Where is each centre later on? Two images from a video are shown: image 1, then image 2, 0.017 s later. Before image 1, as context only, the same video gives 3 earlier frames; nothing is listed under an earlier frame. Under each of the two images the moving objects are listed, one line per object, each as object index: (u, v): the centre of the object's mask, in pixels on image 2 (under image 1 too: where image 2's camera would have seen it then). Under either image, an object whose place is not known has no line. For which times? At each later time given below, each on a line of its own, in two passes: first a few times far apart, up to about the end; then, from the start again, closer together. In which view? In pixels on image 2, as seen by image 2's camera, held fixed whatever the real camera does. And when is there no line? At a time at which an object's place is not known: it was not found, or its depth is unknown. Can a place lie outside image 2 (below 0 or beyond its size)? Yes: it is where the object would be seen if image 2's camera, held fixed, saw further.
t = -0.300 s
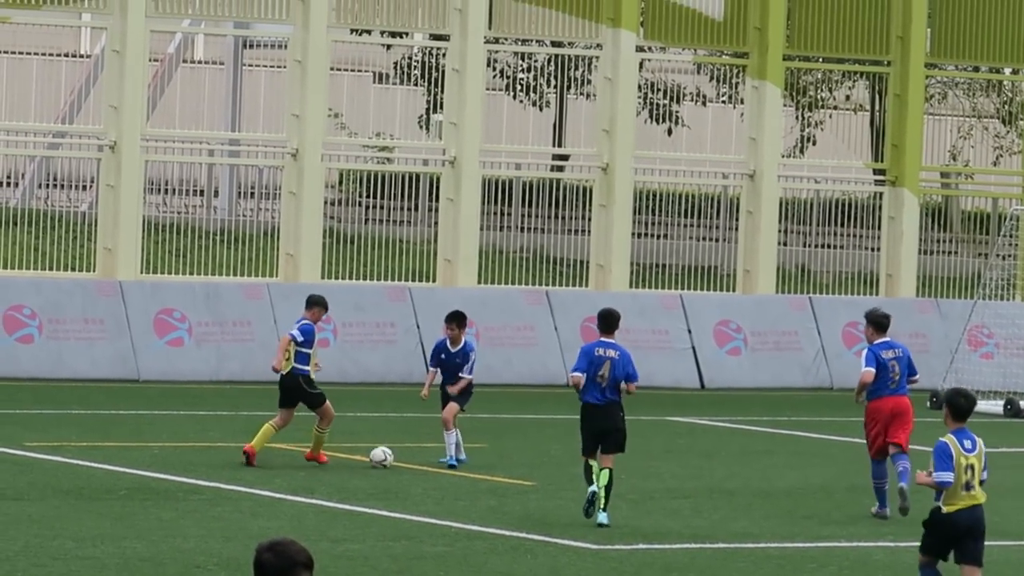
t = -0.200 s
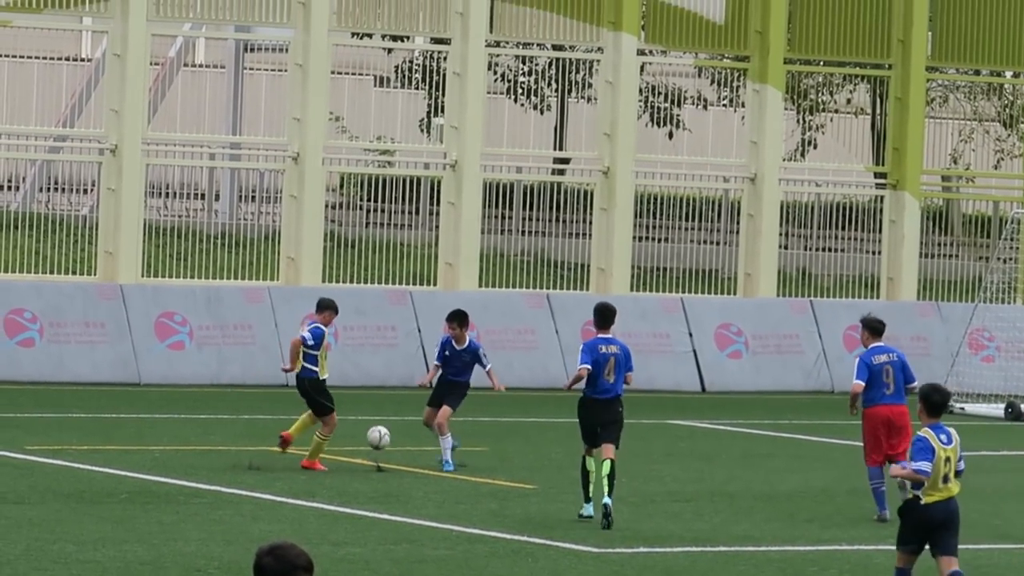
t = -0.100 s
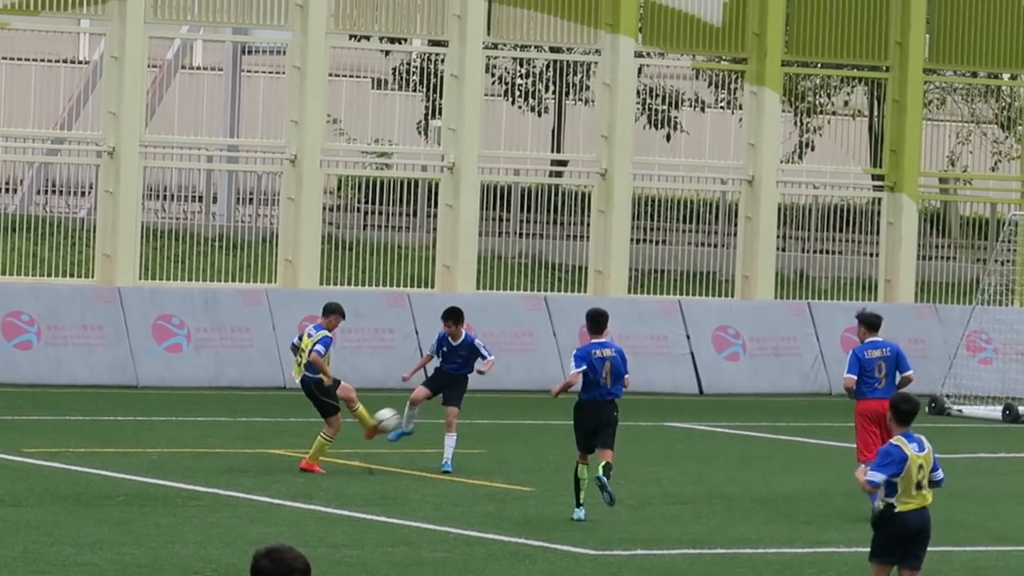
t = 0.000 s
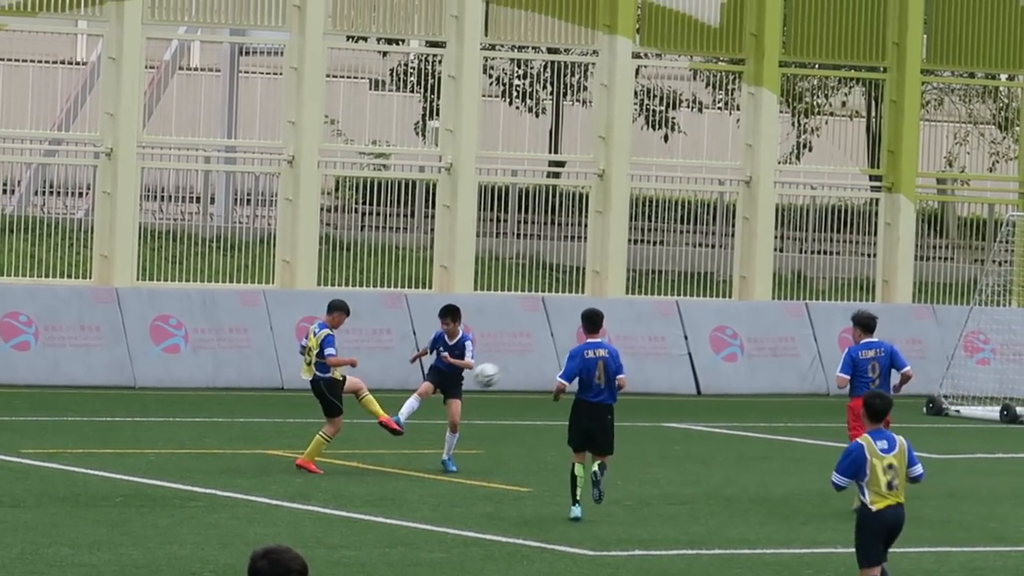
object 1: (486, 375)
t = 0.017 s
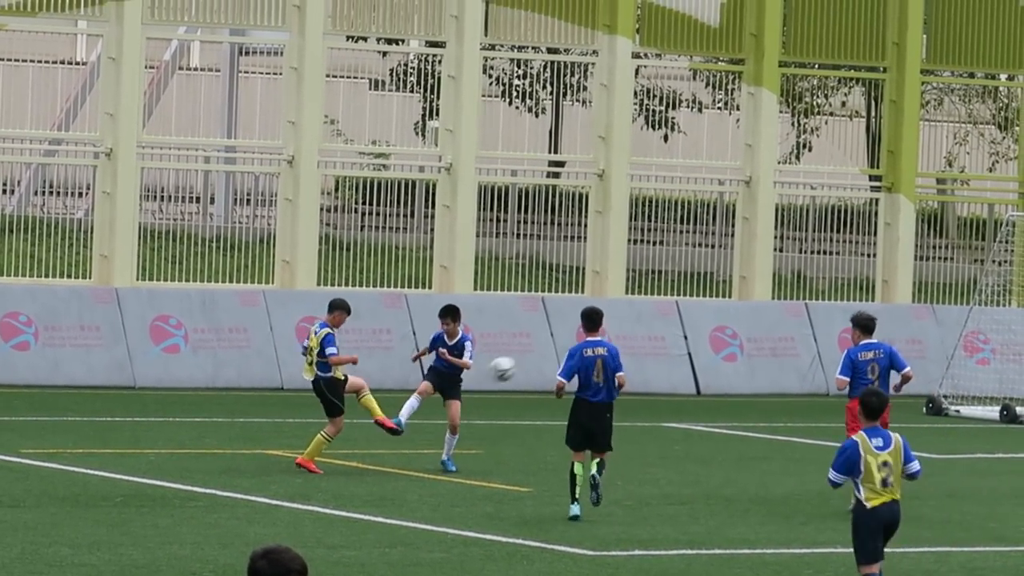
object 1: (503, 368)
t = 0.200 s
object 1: (689, 317)
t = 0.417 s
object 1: (907, 303)
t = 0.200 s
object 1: (689, 317)
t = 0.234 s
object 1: (722, 311)
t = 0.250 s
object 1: (739, 309)
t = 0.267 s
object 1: (757, 307)
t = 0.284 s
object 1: (773, 305)
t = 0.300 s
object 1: (790, 304)
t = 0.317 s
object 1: (807, 303)
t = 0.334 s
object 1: (823, 302)
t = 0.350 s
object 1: (840, 302)
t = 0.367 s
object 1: (857, 302)
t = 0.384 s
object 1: (874, 302)
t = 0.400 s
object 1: (890, 303)
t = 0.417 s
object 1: (907, 303)
